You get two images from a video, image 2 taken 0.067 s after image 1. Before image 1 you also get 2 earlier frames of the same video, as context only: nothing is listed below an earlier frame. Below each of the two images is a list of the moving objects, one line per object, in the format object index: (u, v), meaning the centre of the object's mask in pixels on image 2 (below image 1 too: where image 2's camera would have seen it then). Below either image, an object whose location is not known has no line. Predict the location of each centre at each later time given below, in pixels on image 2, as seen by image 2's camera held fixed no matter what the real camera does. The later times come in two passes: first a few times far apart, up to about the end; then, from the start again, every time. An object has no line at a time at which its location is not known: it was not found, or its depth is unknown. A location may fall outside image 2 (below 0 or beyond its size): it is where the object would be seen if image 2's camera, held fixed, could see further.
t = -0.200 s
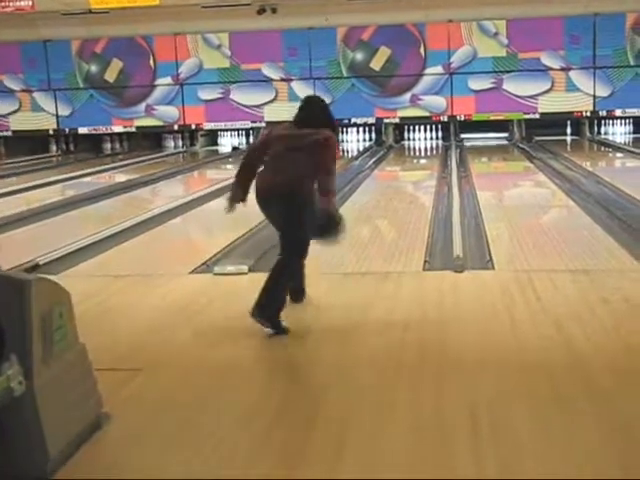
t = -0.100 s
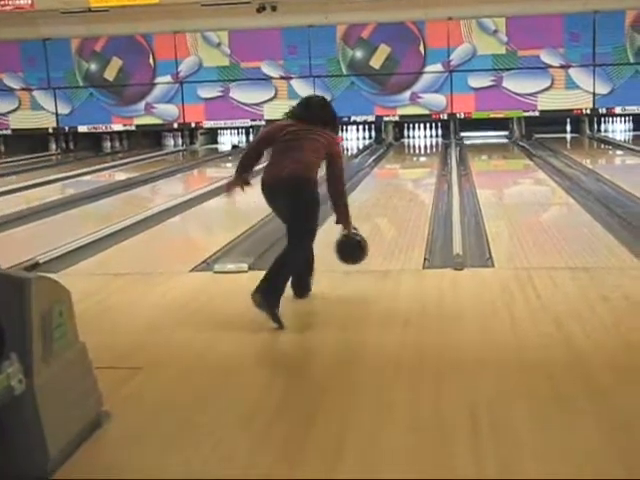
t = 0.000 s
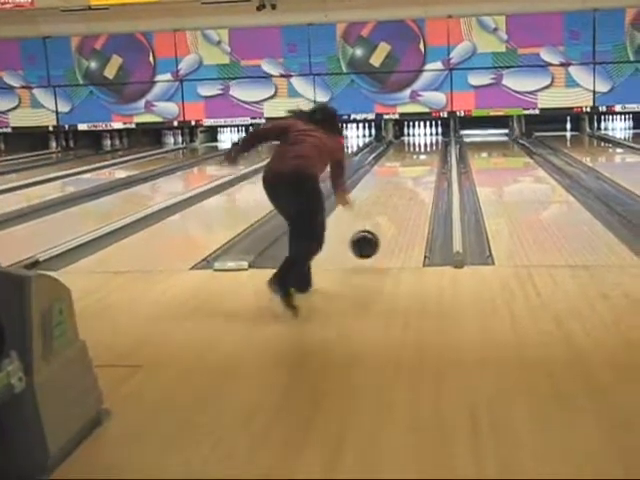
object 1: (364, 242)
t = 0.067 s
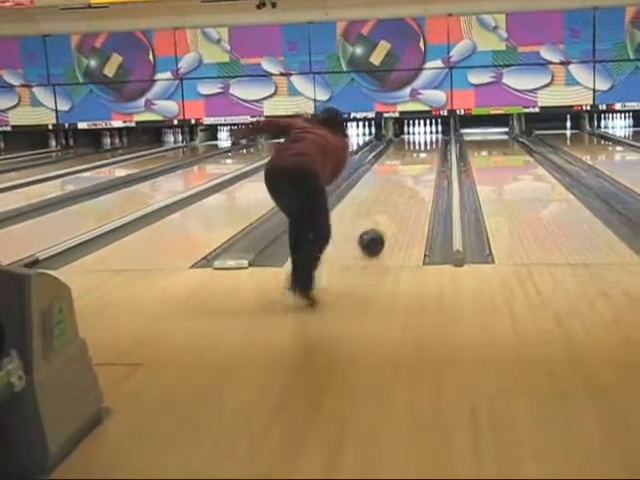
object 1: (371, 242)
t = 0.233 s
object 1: (384, 218)
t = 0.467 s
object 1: (396, 194)
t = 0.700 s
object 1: (404, 178)
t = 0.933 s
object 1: (410, 166)
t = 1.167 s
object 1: (415, 157)
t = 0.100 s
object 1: (374, 236)
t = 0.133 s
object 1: (377, 231)
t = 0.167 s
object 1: (379, 227)
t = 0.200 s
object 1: (382, 222)
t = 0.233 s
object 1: (384, 218)
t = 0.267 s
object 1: (386, 214)
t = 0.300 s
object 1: (388, 211)
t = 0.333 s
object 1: (389, 207)
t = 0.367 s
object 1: (391, 204)
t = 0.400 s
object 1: (393, 201)
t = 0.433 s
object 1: (394, 197)
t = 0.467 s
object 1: (396, 194)
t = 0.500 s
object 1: (397, 191)
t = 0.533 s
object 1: (398, 189)
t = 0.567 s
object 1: (400, 187)
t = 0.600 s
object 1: (401, 184)
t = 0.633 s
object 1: (402, 182)
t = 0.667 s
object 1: (403, 180)
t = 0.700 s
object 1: (404, 178)
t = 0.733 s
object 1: (405, 176)
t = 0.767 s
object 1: (406, 174)
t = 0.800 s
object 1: (407, 172)
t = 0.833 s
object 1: (408, 170)
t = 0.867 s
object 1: (409, 169)
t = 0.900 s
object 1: (409, 167)
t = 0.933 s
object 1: (410, 166)
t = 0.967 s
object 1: (411, 165)
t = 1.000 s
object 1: (411, 163)
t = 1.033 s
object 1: (412, 162)
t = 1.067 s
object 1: (413, 160)
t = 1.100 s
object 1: (413, 159)
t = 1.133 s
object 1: (414, 159)
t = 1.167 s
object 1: (415, 157)
